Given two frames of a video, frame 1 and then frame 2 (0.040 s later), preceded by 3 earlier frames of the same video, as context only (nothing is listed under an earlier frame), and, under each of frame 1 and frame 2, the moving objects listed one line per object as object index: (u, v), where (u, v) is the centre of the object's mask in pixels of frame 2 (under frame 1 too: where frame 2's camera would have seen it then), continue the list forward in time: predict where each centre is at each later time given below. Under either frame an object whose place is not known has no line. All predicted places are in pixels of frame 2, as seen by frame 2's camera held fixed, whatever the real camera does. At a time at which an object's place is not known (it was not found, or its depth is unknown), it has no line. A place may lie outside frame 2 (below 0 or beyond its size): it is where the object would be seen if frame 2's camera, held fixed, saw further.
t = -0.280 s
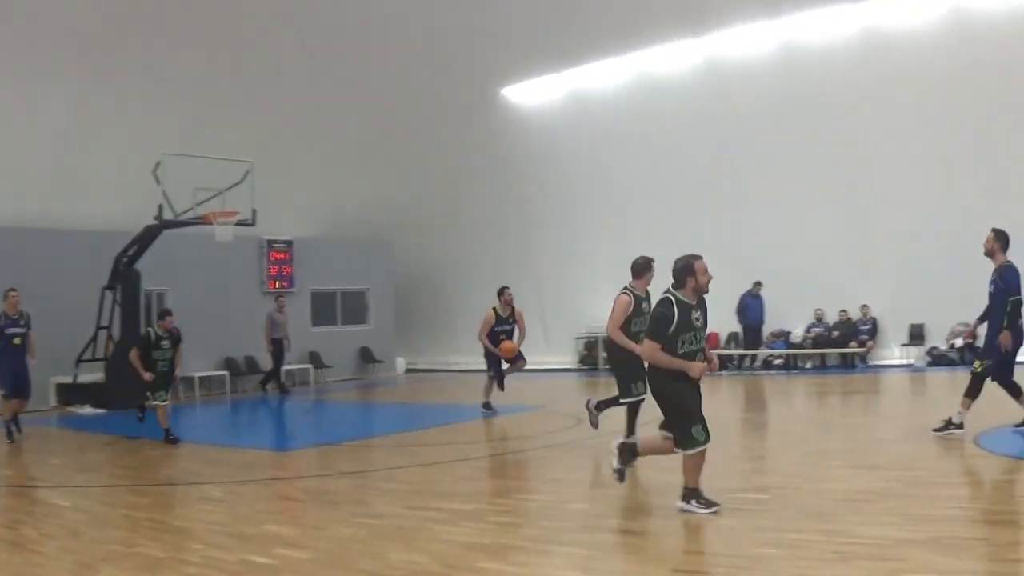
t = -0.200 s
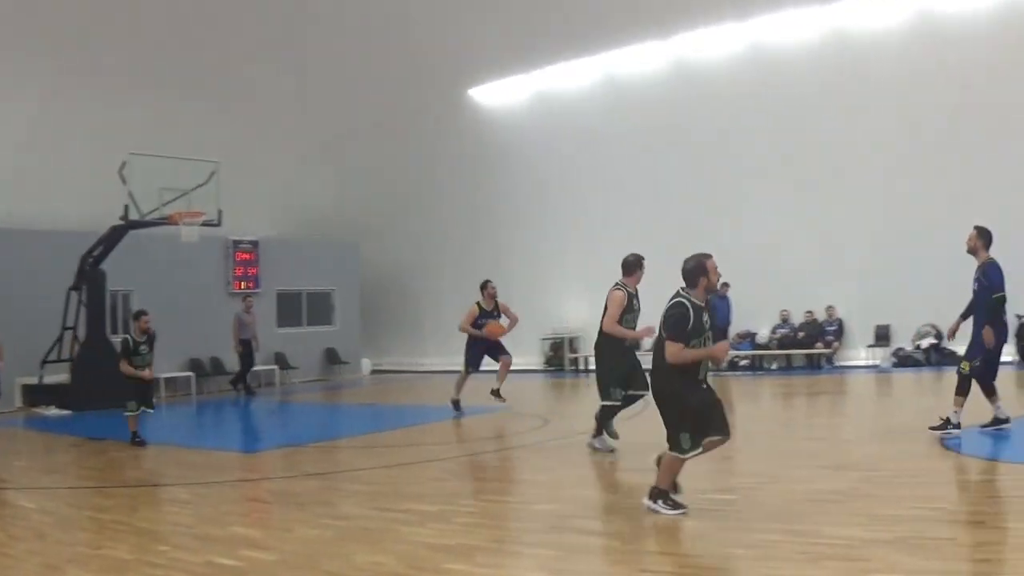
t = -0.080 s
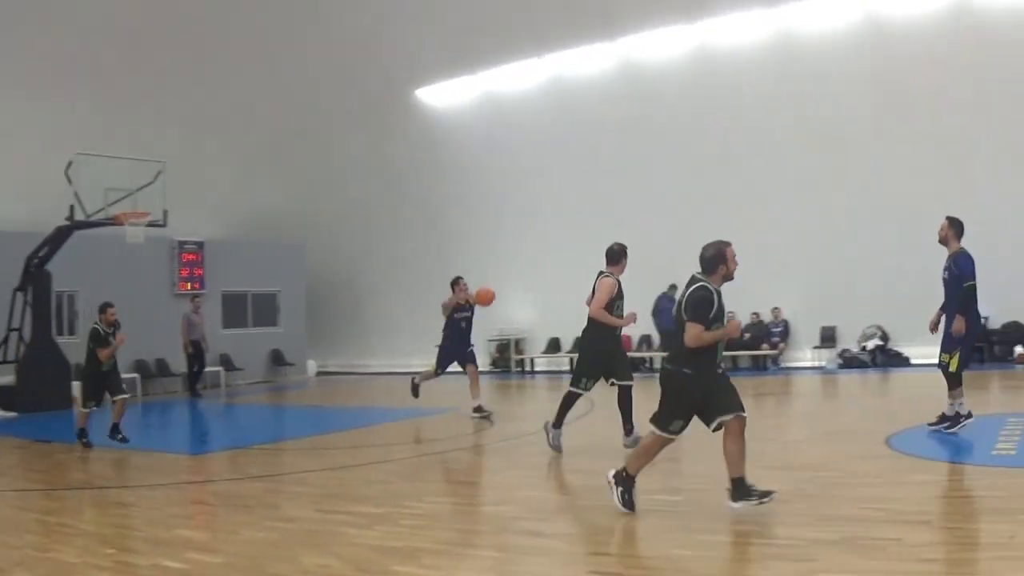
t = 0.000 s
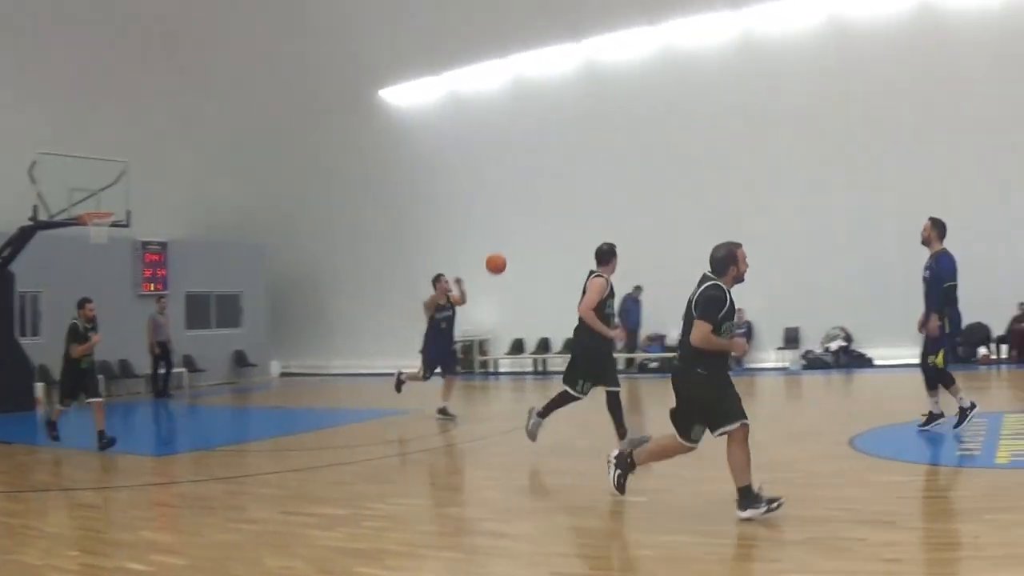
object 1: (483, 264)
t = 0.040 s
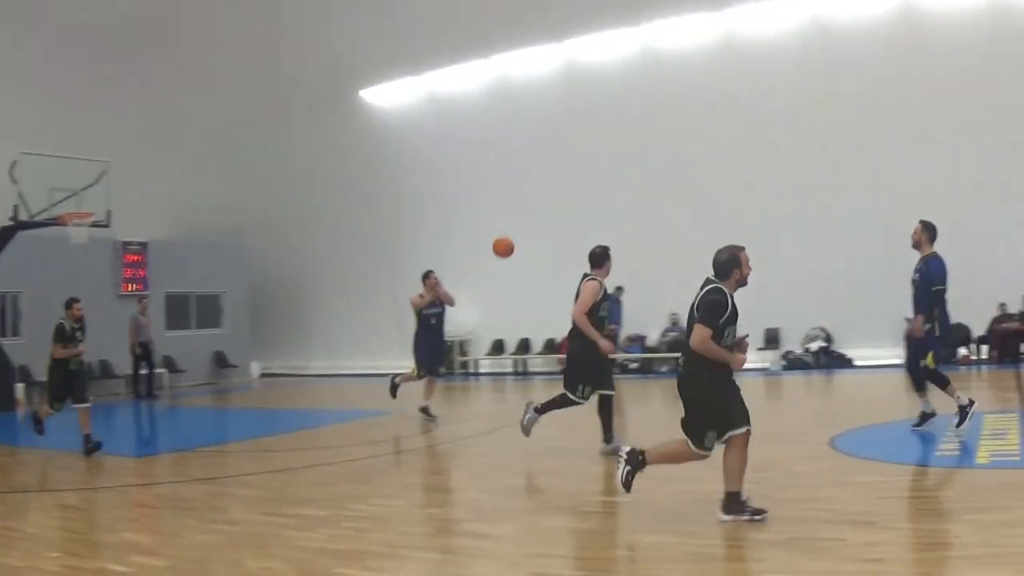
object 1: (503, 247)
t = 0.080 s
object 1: (525, 230)
